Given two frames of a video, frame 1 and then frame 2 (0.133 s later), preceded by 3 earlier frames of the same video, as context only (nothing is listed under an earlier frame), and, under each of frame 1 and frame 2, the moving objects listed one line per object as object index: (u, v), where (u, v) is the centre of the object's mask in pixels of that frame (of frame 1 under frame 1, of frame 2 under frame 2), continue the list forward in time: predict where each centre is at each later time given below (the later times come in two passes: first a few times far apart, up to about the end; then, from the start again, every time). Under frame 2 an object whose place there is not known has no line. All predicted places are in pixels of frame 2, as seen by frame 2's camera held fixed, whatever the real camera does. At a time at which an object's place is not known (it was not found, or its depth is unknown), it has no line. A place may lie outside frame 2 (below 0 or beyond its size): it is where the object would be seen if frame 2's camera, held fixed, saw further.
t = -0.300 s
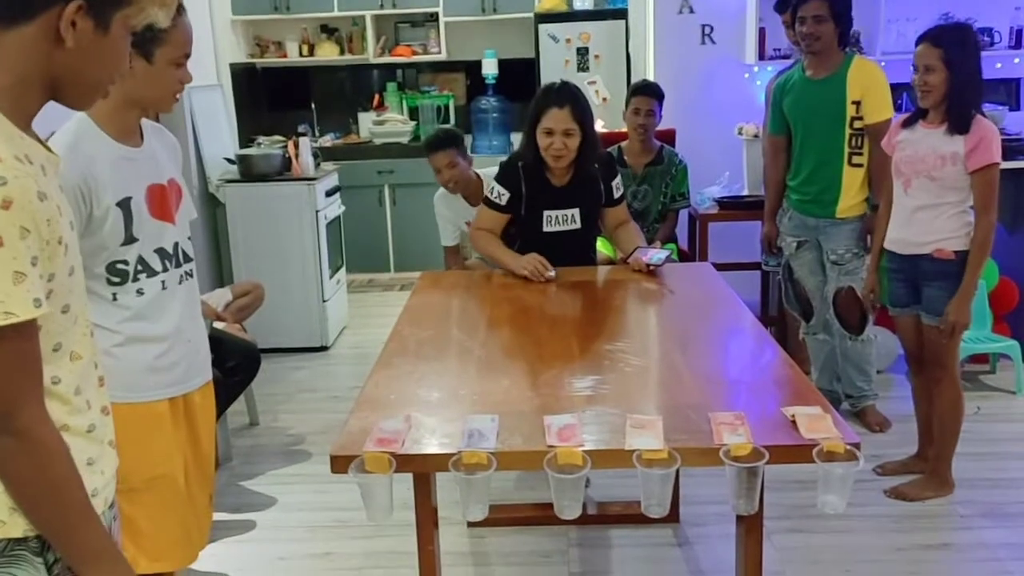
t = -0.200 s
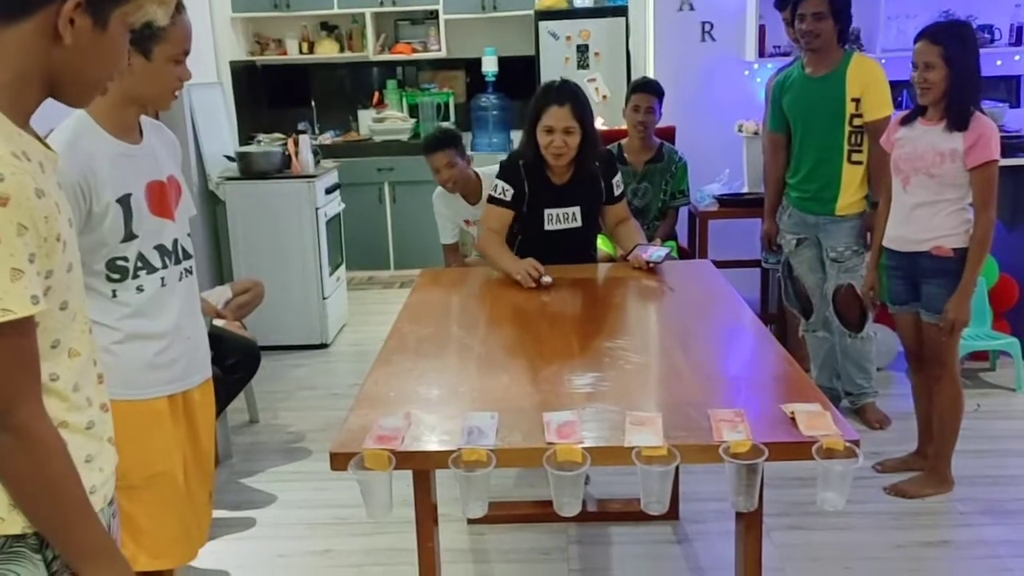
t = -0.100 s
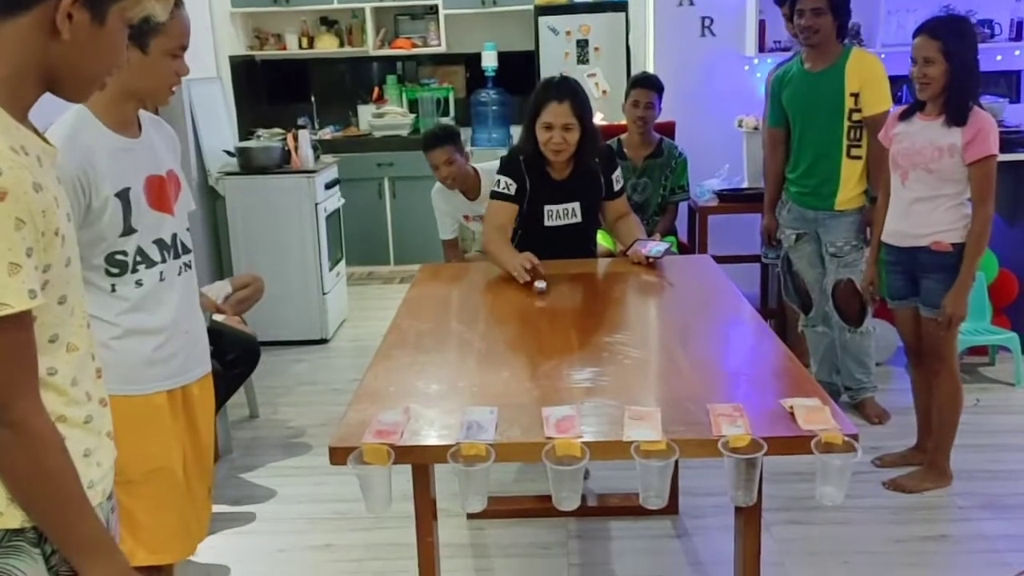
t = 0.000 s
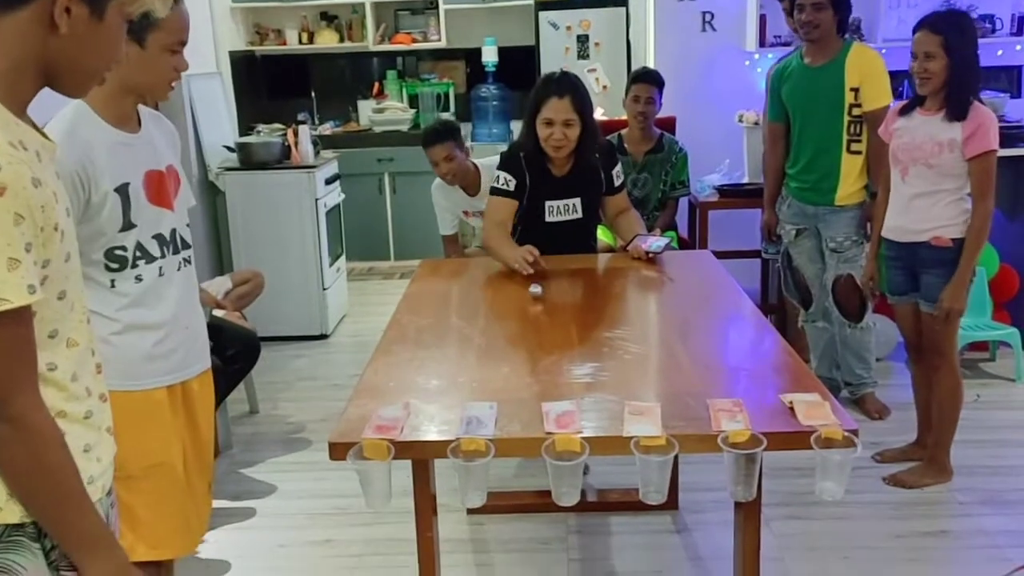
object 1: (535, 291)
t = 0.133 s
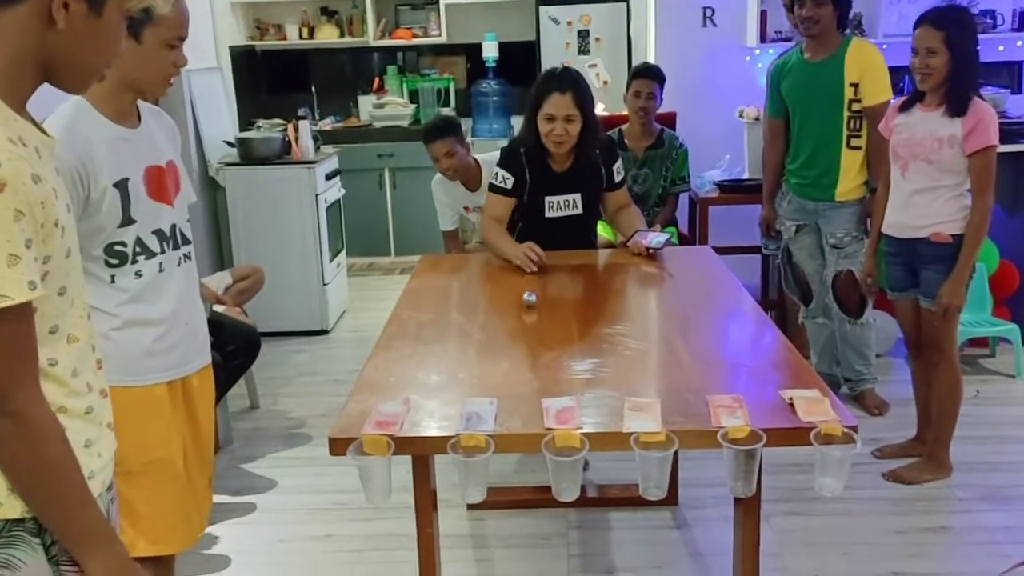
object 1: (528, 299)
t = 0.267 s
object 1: (524, 311)
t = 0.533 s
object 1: (515, 334)
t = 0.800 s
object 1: (511, 358)
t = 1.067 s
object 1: (507, 384)
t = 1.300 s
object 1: (505, 407)
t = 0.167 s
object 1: (527, 303)
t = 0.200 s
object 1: (526, 306)
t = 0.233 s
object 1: (525, 308)
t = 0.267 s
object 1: (524, 311)
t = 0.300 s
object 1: (523, 313)
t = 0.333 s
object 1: (521, 317)
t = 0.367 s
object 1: (520, 319)
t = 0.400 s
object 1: (519, 322)
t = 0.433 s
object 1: (518, 325)
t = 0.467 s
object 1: (517, 327)
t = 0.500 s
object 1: (516, 331)
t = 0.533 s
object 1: (515, 334)
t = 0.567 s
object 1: (514, 336)
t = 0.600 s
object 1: (514, 339)
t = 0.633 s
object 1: (514, 342)
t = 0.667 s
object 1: (513, 346)
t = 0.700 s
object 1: (512, 349)
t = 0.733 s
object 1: (511, 352)
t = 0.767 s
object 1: (512, 355)
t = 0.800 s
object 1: (511, 358)
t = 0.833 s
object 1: (511, 359)
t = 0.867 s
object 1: (510, 364)
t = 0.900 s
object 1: (510, 366)
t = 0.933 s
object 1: (509, 369)
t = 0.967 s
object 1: (509, 373)
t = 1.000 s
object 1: (508, 376)
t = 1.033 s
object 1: (508, 380)
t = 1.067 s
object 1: (507, 384)
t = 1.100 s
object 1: (506, 387)
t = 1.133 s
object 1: (506, 390)
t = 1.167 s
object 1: (506, 394)
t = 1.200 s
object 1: (506, 397)
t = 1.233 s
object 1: (505, 399)
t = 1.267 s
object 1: (505, 403)
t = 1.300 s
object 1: (505, 407)
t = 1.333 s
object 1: (506, 411)
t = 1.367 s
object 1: (505, 415)
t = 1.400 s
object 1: (505, 420)
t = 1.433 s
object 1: (505, 422)
